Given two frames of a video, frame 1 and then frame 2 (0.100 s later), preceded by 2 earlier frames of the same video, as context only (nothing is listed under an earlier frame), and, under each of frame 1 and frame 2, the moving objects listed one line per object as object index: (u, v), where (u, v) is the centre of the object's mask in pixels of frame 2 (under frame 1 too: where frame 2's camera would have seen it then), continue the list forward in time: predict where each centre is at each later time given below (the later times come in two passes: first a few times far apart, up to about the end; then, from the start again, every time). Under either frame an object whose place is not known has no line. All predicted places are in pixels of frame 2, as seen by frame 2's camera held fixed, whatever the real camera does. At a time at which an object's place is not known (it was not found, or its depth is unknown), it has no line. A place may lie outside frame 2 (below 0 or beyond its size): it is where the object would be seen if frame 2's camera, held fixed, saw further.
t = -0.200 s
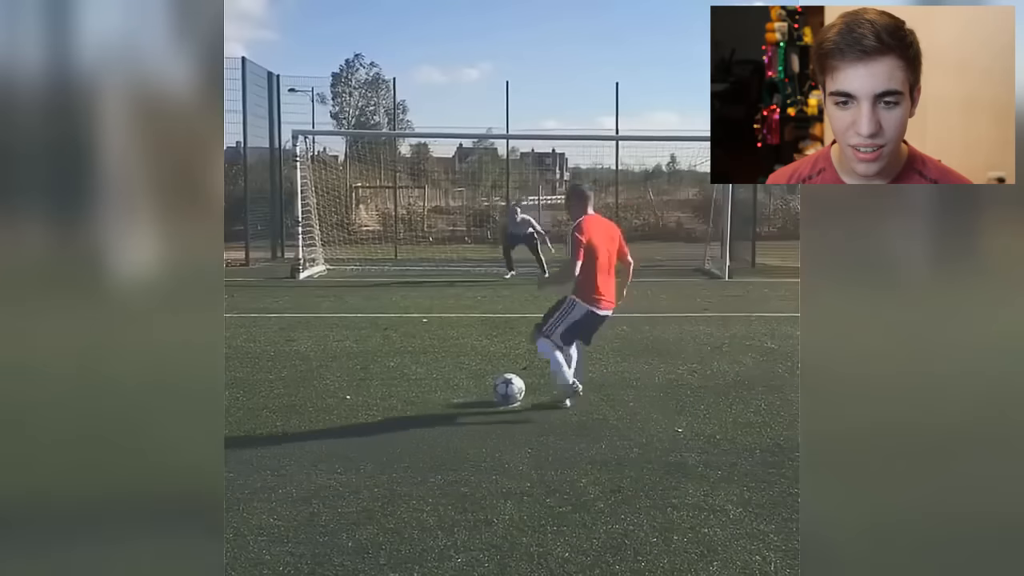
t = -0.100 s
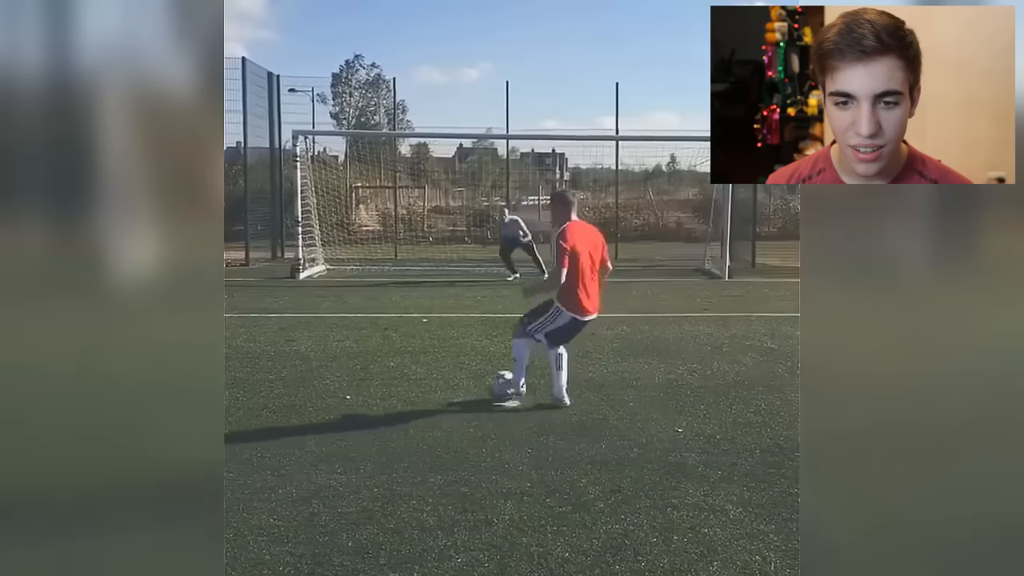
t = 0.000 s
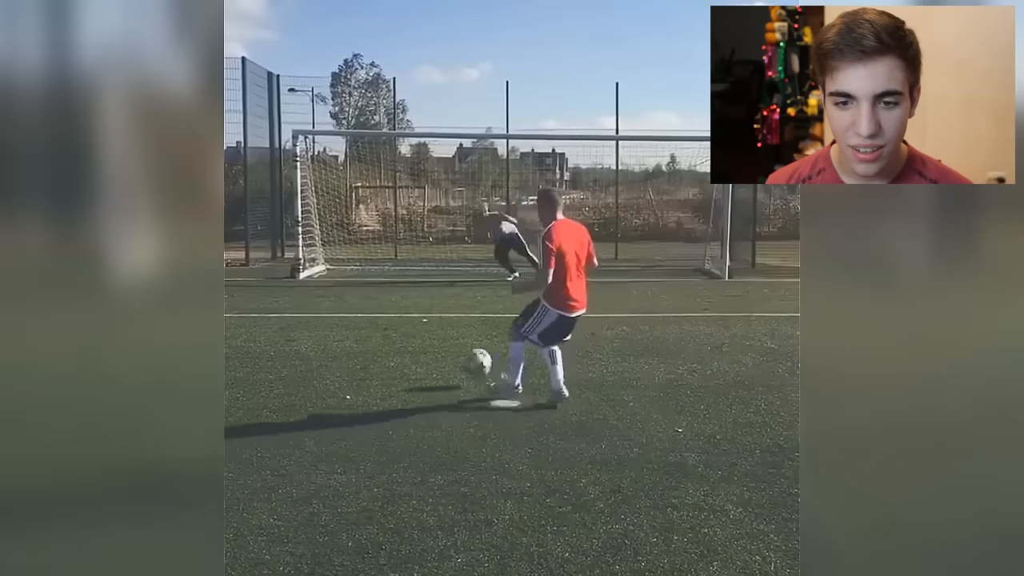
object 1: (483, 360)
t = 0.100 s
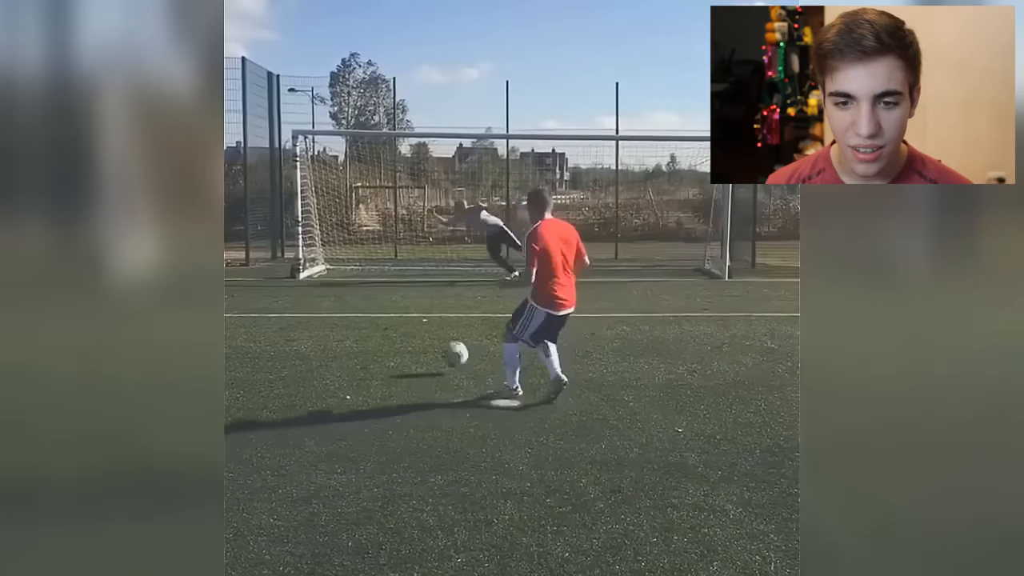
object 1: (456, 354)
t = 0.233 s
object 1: (433, 343)
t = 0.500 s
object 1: (405, 329)
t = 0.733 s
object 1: (385, 322)
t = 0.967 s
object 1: (369, 314)
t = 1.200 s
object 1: (357, 306)
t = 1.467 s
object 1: (348, 299)
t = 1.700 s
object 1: (340, 294)
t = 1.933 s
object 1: (337, 290)
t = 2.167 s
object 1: (333, 285)
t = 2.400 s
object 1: (330, 282)
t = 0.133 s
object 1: (448, 355)
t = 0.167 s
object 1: (444, 354)
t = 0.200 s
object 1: (439, 348)
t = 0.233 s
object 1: (433, 343)
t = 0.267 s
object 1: (429, 341)
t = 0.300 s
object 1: (424, 337)
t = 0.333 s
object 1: (421, 338)
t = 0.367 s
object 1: (419, 339)
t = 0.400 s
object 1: (412, 338)
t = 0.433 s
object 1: (410, 334)
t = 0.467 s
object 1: (407, 332)
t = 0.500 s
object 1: (405, 329)
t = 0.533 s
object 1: (402, 329)
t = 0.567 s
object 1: (397, 328)
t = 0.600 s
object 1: (394, 327)
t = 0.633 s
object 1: (393, 326)
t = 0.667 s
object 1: (390, 324)
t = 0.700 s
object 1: (387, 324)
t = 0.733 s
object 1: (385, 322)
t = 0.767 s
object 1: (382, 321)
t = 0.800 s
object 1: (379, 319)
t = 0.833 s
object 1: (377, 318)
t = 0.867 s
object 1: (375, 317)
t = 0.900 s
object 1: (373, 315)
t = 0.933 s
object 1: (371, 314)
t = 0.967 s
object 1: (369, 314)
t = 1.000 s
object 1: (367, 312)
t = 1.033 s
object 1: (366, 312)
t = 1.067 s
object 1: (364, 311)
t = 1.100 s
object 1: (363, 309)
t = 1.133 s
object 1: (361, 308)
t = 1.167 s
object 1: (359, 308)
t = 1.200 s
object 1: (357, 306)
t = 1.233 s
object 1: (356, 305)
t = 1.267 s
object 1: (354, 305)
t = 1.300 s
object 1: (353, 304)
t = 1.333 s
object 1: (352, 303)
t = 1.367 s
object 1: (350, 302)
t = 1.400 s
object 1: (349, 302)
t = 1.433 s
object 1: (349, 300)
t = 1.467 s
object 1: (348, 299)
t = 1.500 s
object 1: (346, 298)
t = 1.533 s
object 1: (345, 298)
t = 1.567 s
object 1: (344, 296)
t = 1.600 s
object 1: (343, 295)
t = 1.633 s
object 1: (342, 295)
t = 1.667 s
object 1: (341, 295)
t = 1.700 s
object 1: (340, 294)
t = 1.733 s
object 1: (340, 293)
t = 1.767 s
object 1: (339, 293)
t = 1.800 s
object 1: (339, 293)
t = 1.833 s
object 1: (338, 292)
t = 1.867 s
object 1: (338, 291)
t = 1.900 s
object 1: (337, 291)
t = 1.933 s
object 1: (337, 290)
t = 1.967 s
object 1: (337, 289)
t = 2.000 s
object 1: (336, 288)
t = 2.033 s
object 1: (336, 288)
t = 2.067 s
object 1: (335, 287)
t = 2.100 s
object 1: (334, 286)
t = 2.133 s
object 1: (334, 286)
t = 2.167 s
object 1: (333, 285)
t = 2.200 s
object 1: (332, 285)
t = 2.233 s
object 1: (332, 284)
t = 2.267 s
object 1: (331, 283)
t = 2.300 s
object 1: (331, 283)
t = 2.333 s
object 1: (330, 282)
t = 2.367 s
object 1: (329, 283)
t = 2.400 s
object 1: (330, 282)
